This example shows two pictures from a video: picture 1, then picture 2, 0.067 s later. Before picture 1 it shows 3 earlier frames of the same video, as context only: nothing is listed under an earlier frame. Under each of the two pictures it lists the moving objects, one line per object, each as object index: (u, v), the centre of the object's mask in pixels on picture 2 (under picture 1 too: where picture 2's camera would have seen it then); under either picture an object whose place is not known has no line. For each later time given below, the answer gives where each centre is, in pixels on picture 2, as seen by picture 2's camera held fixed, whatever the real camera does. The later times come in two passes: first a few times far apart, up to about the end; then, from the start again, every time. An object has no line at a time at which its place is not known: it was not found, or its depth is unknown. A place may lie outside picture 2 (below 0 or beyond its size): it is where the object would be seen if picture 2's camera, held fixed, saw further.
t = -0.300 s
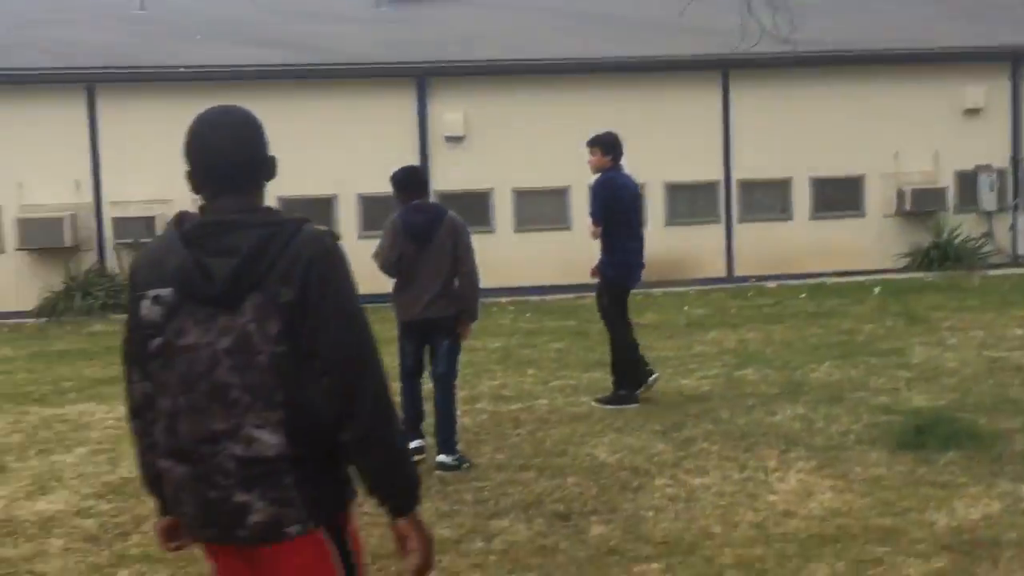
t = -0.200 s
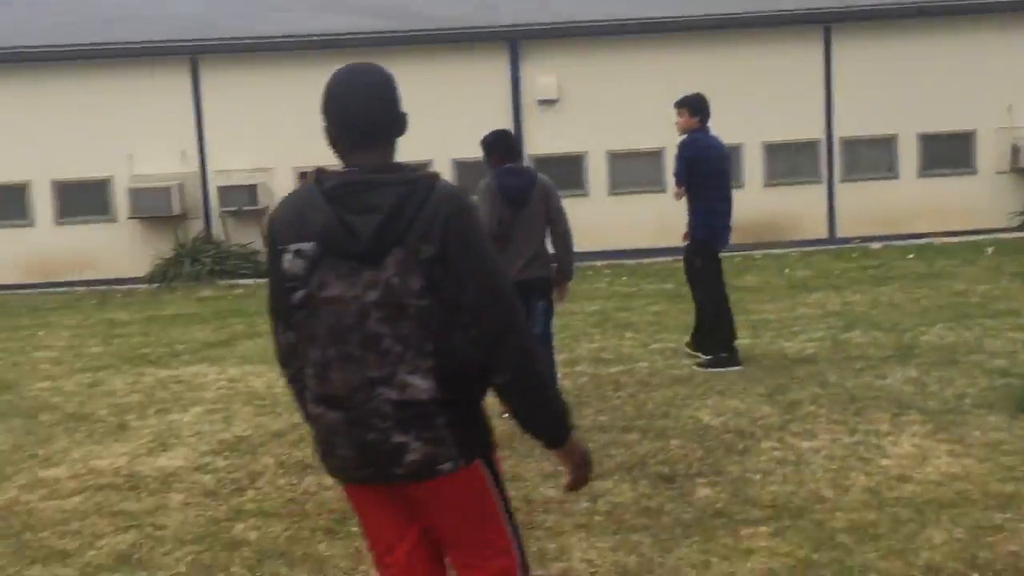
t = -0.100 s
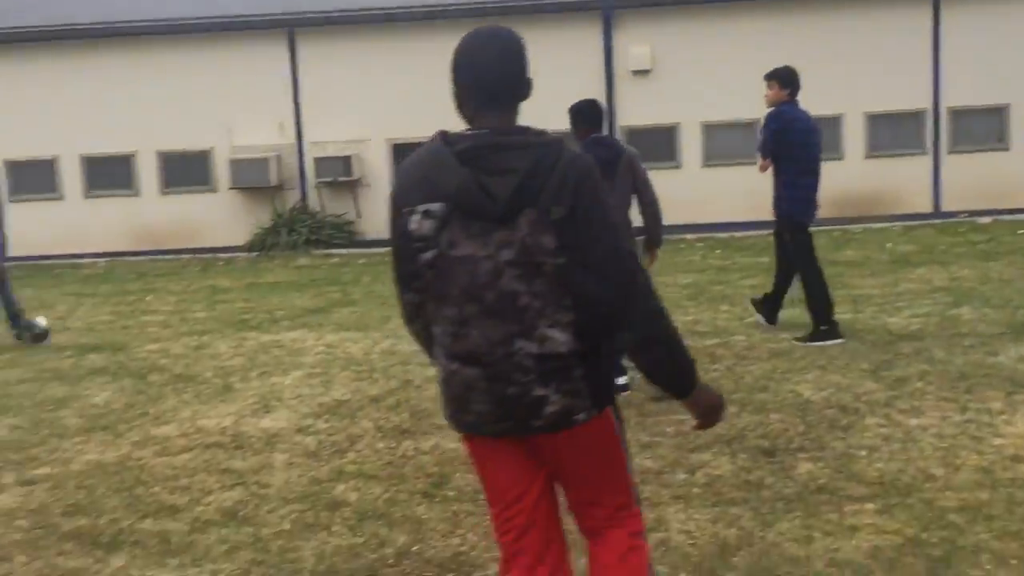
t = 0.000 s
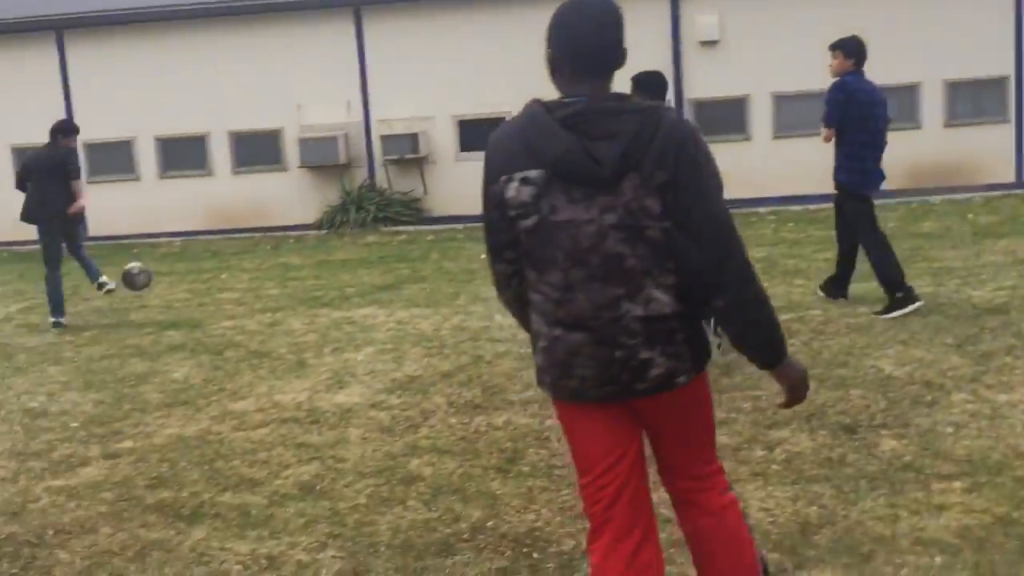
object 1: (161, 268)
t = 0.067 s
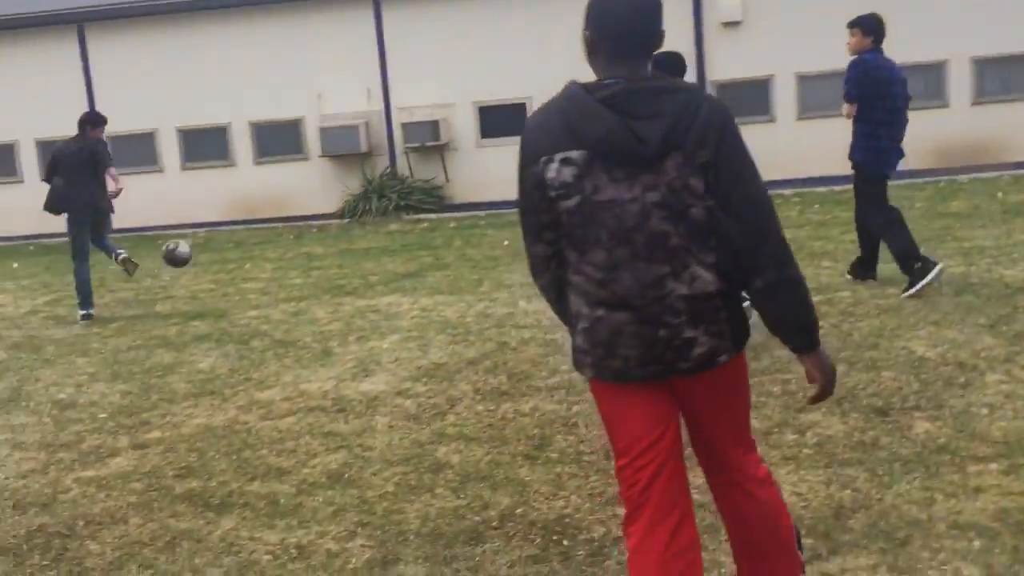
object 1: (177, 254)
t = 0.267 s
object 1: (232, 243)
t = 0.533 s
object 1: (314, 297)
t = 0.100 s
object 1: (186, 248)
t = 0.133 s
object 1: (194, 244)
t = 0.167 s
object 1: (203, 241)
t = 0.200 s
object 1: (212, 240)
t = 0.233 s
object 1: (222, 241)
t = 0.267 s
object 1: (232, 243)
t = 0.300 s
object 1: (242, 246)
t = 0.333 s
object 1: (252, 251)
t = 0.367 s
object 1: (264, 258)
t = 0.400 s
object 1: (275, 266)
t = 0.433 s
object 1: (287, 275)
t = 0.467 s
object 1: (299, 286)
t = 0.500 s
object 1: (310, 299)
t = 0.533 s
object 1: (314, 297)
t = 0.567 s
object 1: (317, 289)
